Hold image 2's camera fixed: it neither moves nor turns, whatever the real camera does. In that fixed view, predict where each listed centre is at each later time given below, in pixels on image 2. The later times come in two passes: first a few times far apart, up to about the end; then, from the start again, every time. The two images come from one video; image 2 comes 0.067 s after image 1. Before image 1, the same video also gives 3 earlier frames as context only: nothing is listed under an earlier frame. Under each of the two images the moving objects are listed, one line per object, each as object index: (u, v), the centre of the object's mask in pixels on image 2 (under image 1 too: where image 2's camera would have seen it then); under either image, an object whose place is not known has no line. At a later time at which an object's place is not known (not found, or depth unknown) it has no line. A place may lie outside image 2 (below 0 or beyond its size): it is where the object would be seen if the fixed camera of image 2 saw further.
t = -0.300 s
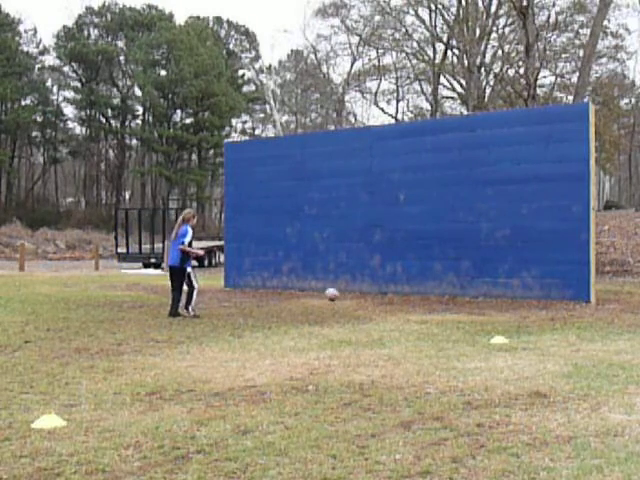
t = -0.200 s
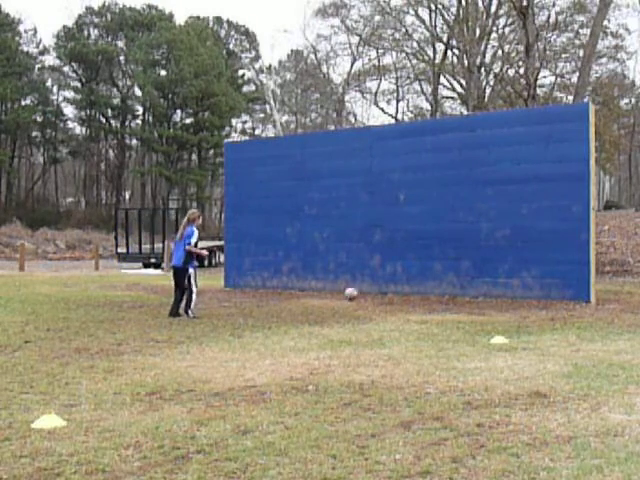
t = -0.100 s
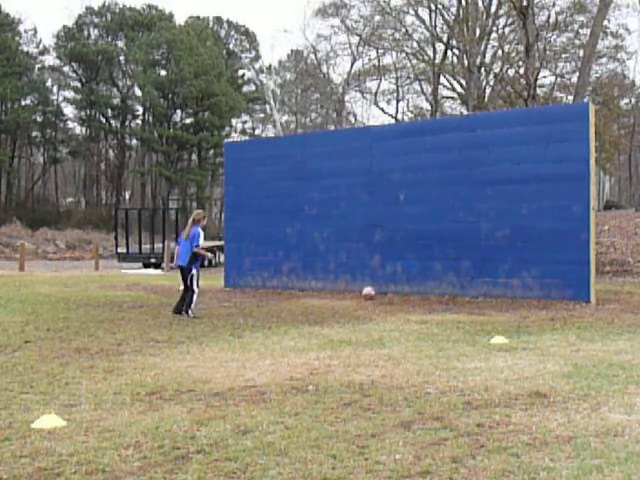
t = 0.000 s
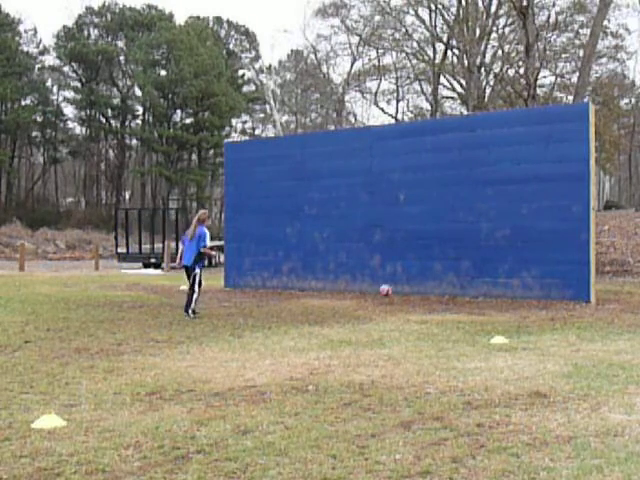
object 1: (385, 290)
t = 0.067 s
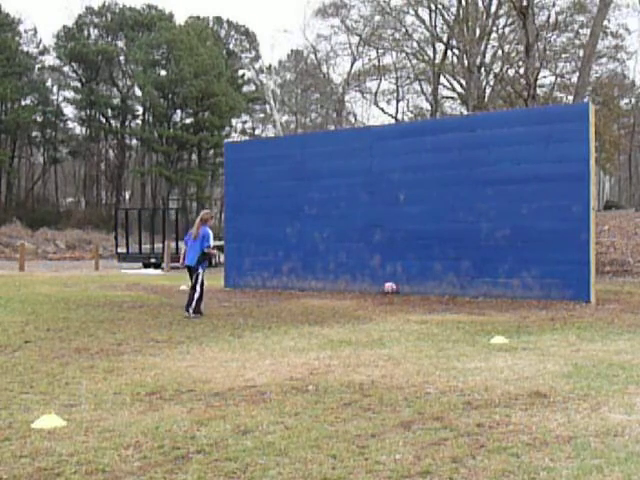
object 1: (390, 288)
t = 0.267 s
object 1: (367, 284)
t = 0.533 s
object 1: (341, 293)
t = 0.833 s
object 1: (326, 297)
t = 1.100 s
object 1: (313, 299)
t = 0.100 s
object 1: (386, 285)
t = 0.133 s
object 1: (383, 284)
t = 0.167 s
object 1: (379, 283)
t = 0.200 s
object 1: (375, 282)
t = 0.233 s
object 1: (370, 283)
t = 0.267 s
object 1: (367, 284)
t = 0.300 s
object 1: (362, 286)
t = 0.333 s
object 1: (359, 287)
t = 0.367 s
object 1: (355, 291)
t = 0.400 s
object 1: (351, 294)
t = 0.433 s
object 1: (348, 294)
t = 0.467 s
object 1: (345, 294)
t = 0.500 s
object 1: (343, 293)
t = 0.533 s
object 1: (341, 293)
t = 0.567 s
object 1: (339, 294)
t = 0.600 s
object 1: (336, 296)
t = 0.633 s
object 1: (334, 297)
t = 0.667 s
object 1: (333, 296)
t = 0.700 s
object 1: (331, 297)
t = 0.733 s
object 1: (329, 297)
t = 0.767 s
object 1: (328, 297)
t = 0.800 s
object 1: (327, 297)
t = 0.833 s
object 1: (326, 297)
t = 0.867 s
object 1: (324, 298)
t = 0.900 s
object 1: (323, 298)
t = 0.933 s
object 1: (321, 298)
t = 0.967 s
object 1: (319, 298)
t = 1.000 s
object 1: (318, 299)
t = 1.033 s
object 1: (316, 299)
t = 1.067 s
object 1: (315, 299)
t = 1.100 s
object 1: (313, 299)
